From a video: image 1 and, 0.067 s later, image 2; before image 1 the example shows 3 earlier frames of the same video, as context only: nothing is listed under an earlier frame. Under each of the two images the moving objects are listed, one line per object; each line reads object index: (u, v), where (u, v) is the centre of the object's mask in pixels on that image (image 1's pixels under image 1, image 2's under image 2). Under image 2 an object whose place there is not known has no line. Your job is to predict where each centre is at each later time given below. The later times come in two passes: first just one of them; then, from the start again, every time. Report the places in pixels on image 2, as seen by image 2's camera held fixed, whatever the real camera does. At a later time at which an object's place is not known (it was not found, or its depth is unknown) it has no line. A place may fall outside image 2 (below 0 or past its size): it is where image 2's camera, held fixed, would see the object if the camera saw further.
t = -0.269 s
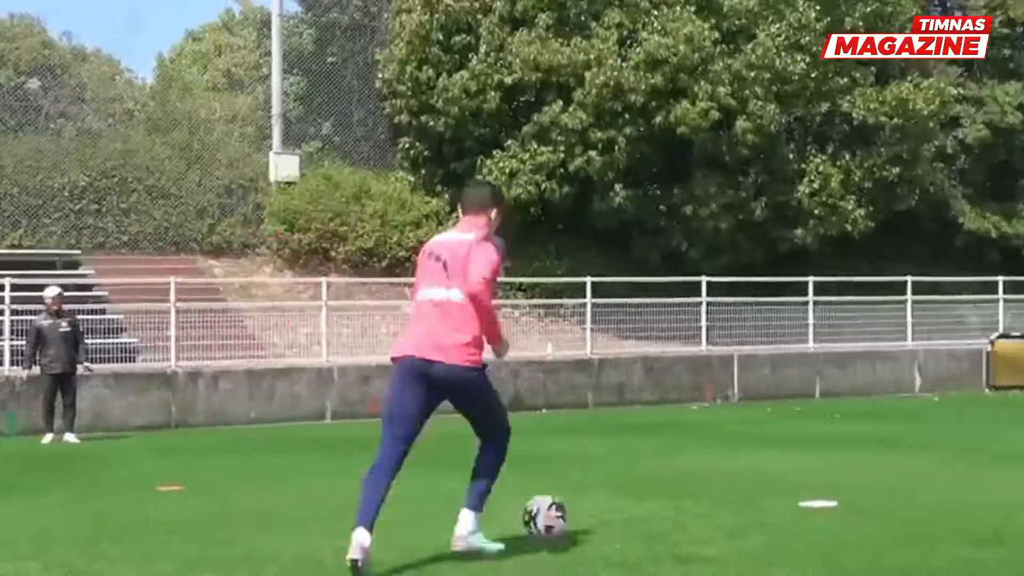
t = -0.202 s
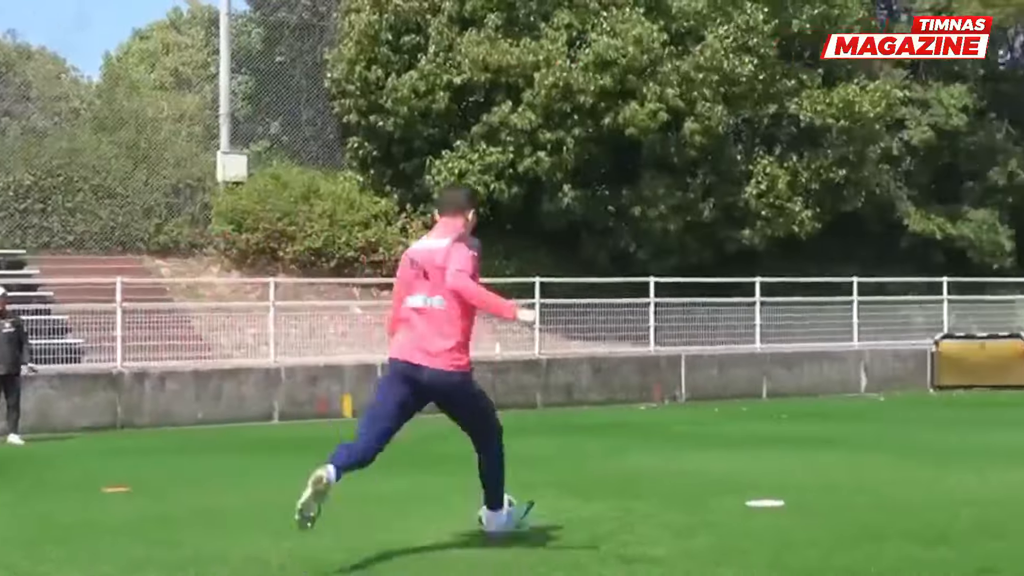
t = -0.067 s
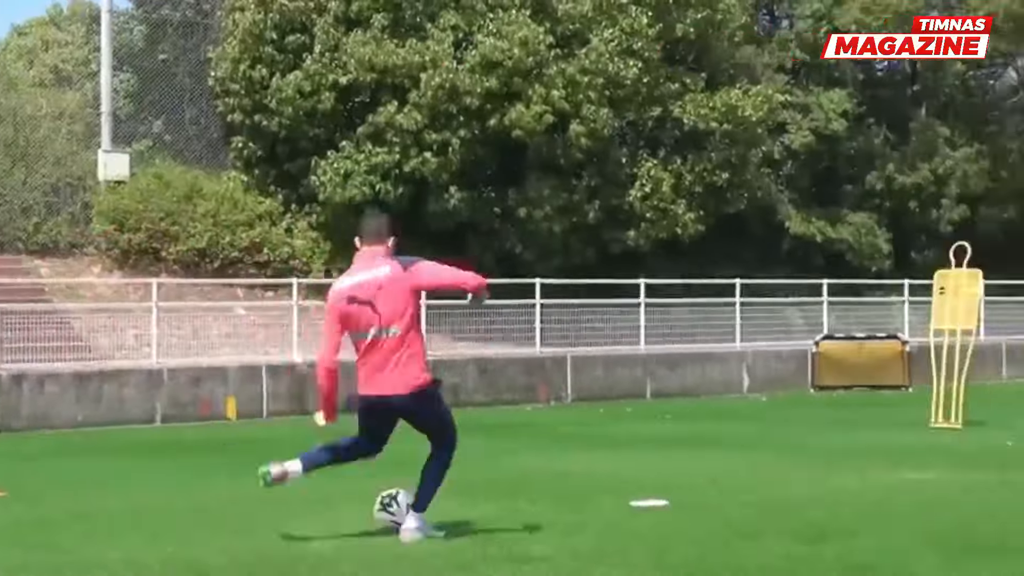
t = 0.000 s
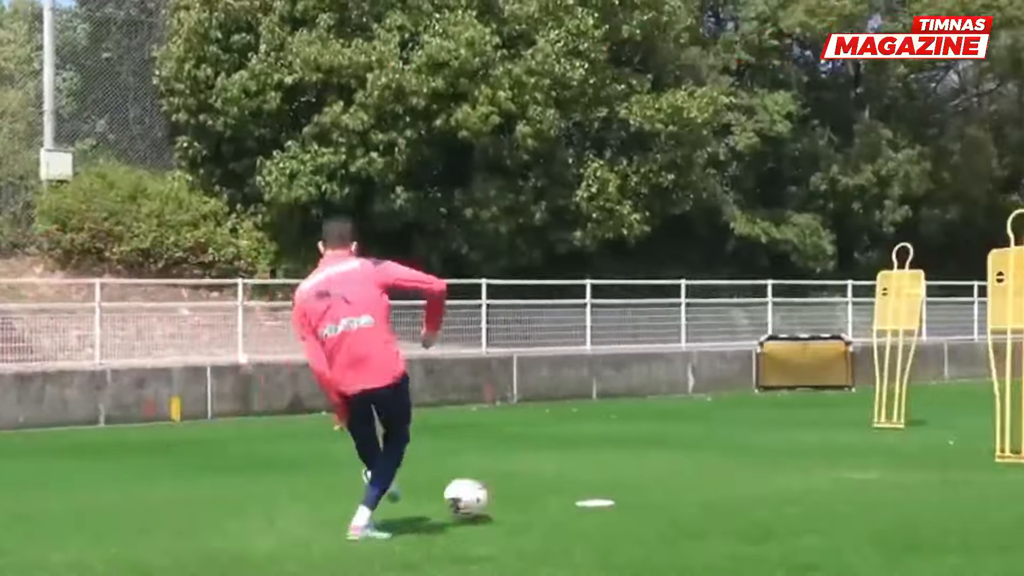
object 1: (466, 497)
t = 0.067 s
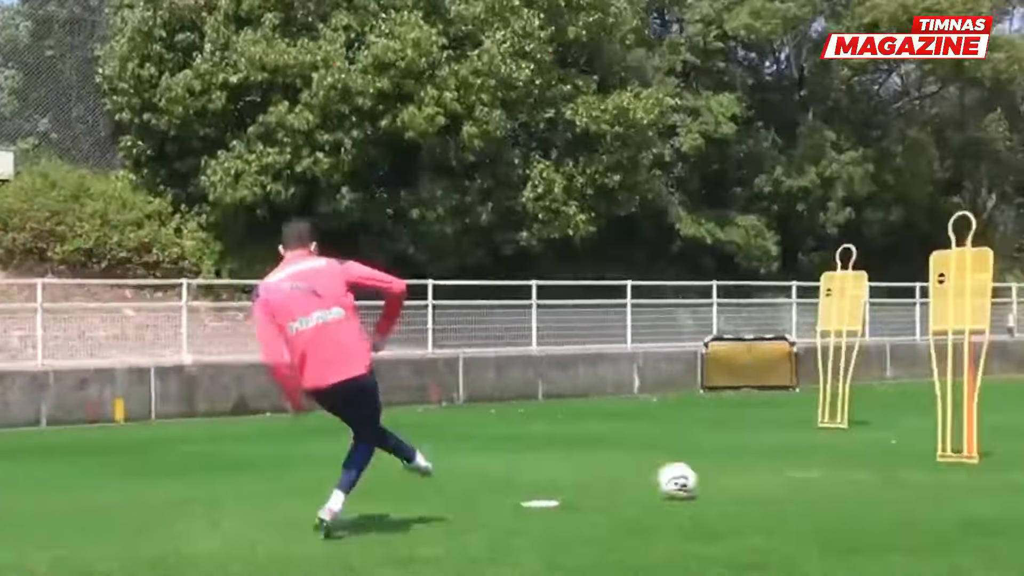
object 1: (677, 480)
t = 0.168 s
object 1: (992, 460)
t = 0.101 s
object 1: (791, 474)
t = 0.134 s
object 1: (896, 466)
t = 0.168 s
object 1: (992, 460)
